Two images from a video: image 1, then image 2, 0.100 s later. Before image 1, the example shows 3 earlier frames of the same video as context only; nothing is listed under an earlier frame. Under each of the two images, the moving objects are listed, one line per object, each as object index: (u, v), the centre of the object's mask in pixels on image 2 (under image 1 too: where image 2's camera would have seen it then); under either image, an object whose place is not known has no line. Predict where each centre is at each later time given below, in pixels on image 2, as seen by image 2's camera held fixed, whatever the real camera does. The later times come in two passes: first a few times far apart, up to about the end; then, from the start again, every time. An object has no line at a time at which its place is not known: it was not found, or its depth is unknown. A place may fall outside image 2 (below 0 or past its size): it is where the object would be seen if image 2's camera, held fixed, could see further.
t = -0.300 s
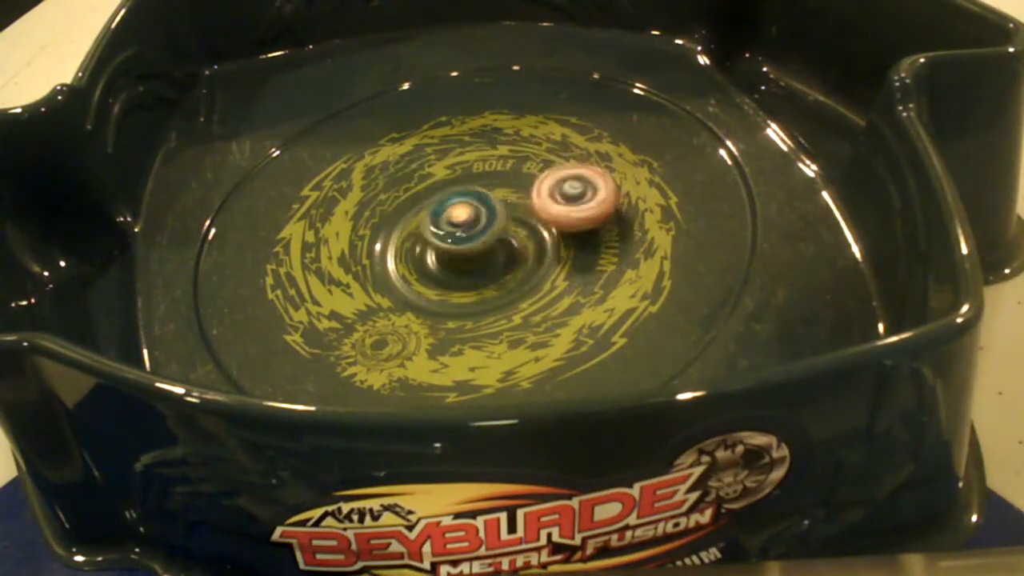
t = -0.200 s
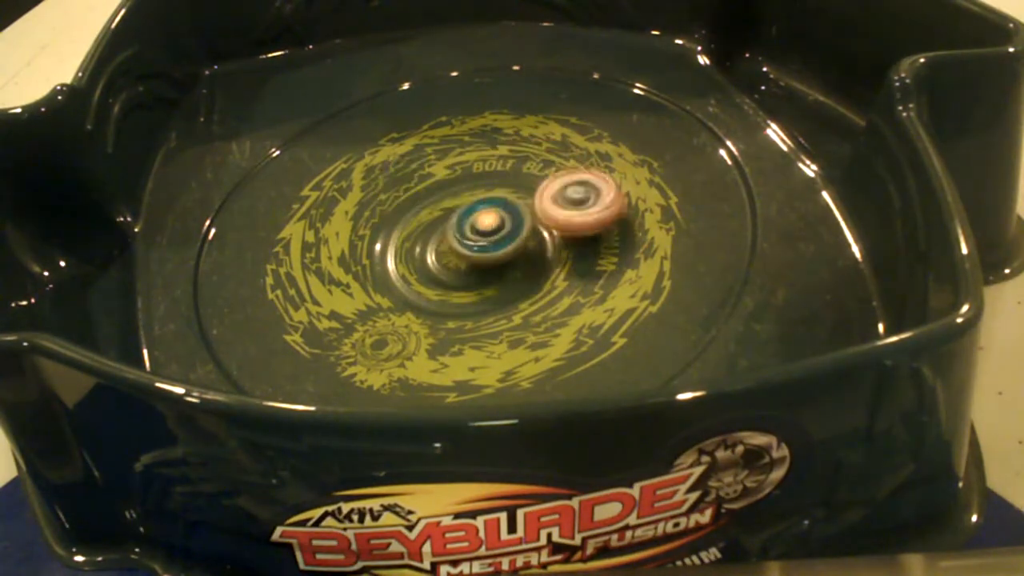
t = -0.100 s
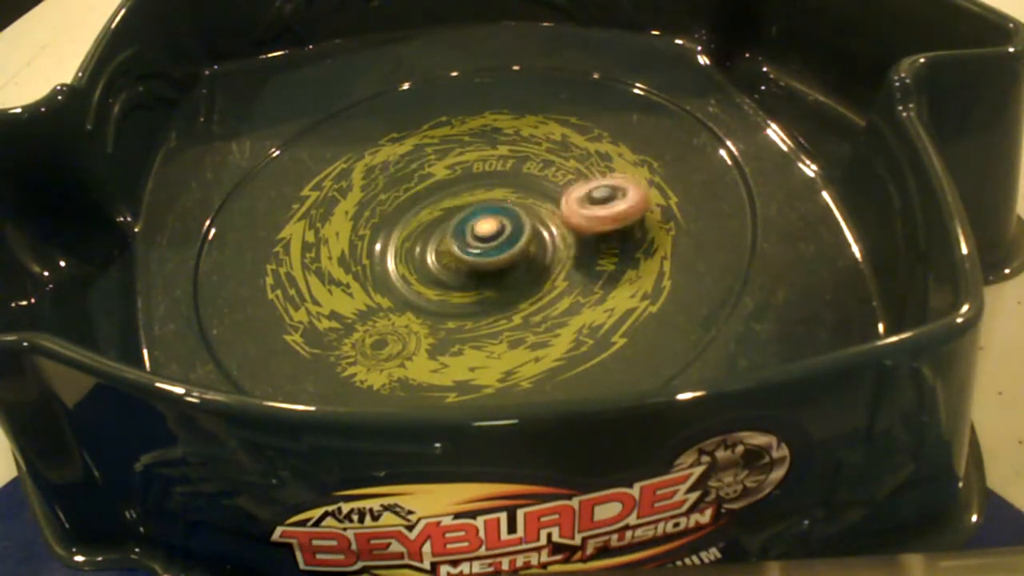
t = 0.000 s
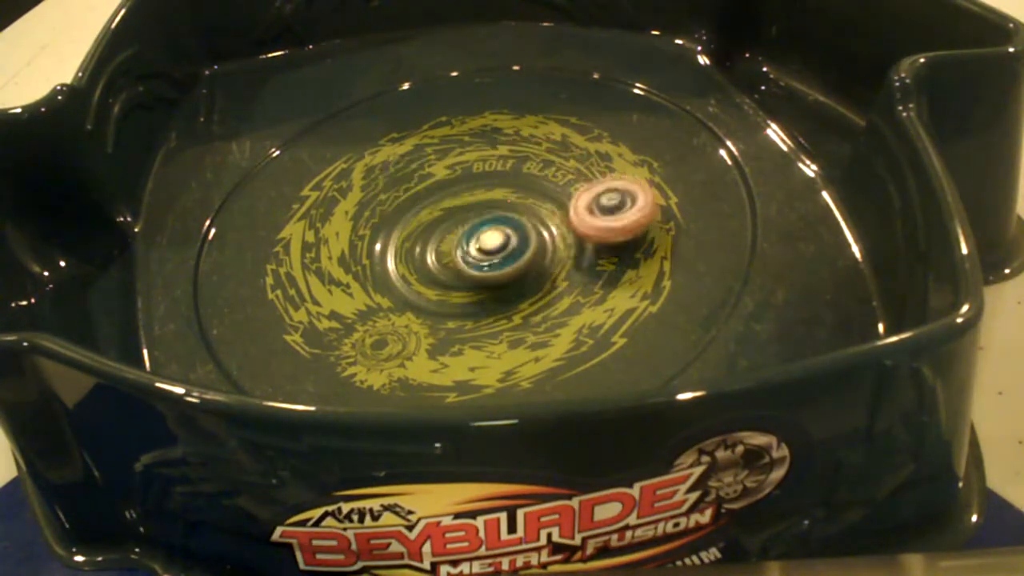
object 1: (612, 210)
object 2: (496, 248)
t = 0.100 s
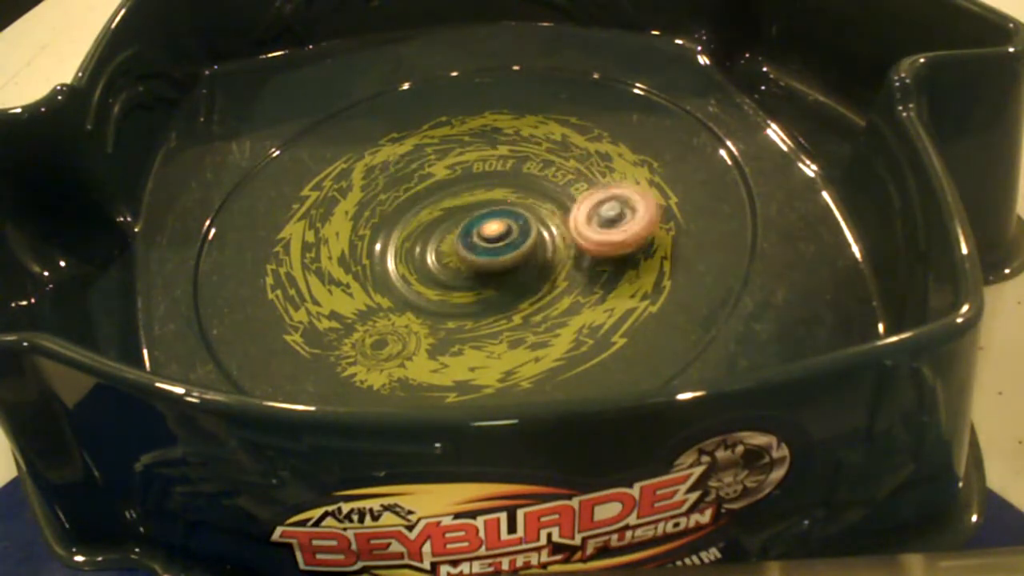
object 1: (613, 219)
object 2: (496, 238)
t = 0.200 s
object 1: (589, 231)
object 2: (497, 241)
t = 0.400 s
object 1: (543, 248)
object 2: (459, 230)
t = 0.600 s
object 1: (496, 253)
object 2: (420, 215)
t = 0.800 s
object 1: (481, 257)
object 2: (403, 194)
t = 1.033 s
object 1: (486, 226)
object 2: (427, 176)
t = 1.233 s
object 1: (521, 208)
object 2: (458, 164)
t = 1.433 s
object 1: (535, 208)
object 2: (466, 176)
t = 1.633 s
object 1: (542, 227)
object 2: (446, 198)
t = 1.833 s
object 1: (540, 225)
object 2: (430, 225)
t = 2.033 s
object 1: (536, 217)
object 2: (423, 241)
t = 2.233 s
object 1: (530, 204)
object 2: (423, 244)
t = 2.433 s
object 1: (518, 198)
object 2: (418, 241)
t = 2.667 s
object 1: (500, 190)
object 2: (433, 251)
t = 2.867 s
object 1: (479, 192)
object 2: (445, 257)
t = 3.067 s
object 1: (473, 192)
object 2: (451, 263)
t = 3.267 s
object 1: (478, 193)
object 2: (466, 265)
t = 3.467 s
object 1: (476, 192)
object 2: (470, 261)
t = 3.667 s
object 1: (484, 186)
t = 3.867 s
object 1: (487, 179)
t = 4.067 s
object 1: (469, 193)
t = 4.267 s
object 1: (475, 192)
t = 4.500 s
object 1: (476, 192)
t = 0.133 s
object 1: (609, 222)
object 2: (497, 240)
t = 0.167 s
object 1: (599, 227)
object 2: (498, 242)
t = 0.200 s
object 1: (589, 231)
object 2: (497, 241)
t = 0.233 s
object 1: (584, 235)
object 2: (492, 238)
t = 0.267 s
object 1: (576, 242)
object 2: (485, 237)
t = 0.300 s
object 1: (567, 244)
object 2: (480, 236)
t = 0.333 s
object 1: (557, 245)
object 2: (473, 234)
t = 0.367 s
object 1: (551, 247)
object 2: (466, 231)
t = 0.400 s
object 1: (543, 248)
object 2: (459, 230)
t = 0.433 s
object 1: (531, 250)
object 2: (451, 227)
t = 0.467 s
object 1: (521, 251)
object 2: (444, 226)
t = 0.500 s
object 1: (513, 251)
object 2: (437, 224)
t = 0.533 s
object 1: (505, 250)
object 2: (431, 222)
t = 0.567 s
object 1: (500, 252)
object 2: (423, 219)
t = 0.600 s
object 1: (496, 253)
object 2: (420, 215)
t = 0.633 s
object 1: (489, 254)
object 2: (420, 215)
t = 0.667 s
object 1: (481, 254)
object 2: (418, 215)
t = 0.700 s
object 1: (480, 257)
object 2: (412, 211)
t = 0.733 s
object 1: (480, 259)
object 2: (404, 204)
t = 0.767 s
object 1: (481, 259)
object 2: (403, 199)
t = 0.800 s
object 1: (481, 257)
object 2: (403, 194)
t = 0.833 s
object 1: (479, 254)
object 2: (404, 188)
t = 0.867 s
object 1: (475, 250)
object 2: (407, 189)
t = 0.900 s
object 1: (475, 247)
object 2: (410, 191)
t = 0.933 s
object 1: (478, 244)
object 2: (412, 189)
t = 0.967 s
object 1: (481, 239)
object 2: (416, 185)
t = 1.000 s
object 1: (483, 233)
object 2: (420, 180)
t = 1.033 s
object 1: (486, 226)
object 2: (427, 176)
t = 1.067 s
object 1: (489, 220)
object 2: (435, 173)
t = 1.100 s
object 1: (494, 215)
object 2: (442, 169)
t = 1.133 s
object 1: (500, 211)
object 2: (448, 166)
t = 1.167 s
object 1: (506, 207)
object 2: (456, 163)
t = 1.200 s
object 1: (514, 207)
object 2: (460, 160)
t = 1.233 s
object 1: (521, 208)
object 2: (458, 164)
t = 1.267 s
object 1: (526, 208)
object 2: (456, 167)
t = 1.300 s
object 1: (530, 208)
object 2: (456, 167)
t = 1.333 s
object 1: (532, 207)
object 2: (460, 166)
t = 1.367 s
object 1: (535, 205)
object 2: (465, 169)
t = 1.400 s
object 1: (535, 203)
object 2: (466, 174)
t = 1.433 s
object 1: (535, 208)
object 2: (466, 176)
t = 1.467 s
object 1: (536, 215)
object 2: (463, 179)
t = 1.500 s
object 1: (538, 220)
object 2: (459, 183)
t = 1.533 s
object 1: (541, 222)
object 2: (454, 189)
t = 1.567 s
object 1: (540, 226)
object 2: (448, 195)
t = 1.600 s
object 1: (540, 227)
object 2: (446, 197)
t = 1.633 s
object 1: (542, 227)
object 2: (446, 198)
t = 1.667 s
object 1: (542, 226)
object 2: (446, 202)
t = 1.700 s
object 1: (541, 227)
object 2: (443, 208)
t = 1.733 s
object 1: (543, 227)
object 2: (438, 212)
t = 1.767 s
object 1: (541, 227)
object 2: (436, 215)
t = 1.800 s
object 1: (539, 227)
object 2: (434, 220)
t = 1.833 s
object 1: (540, 225)
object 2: (430, 225)
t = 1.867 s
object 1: (542, 221)
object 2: (425, 229)
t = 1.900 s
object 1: (540, 220)
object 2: (420, 232)
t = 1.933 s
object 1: (540, 219)
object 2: (413, 234)
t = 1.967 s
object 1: (541, 217)
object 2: (414, 235)
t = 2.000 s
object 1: (540, 215)
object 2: (420, 238)
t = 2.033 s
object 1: (536, 217)
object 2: (423, 241)
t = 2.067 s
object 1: (535, 216)
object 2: (426, 243)
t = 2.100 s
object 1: (535, 214)
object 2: (423, 243)
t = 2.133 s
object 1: (535, 210)
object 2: (422, 243)
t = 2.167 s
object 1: (535, 206)
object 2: (427, 244)
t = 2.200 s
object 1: (534, 203)
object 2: (428, 245)
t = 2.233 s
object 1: (530, 204)
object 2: (423, 244)
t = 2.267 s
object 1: (528, 205)
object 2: (420, 242)
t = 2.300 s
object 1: (528, 204)
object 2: (422, 242)
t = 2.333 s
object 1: (528, 199)
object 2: (426, 242)
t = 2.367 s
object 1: (526, 197)
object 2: (423, 243)
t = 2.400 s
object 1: (521, 198)
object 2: (418, 241)
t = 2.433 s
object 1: (518, 198)
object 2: (418, 241)
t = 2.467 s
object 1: (517, 195)
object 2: (424, 244)
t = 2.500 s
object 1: (515, 192)
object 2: (426, 244)
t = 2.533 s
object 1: (512, 190)
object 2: (423, 245)
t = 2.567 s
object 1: (508, 192)
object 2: (420, 246)
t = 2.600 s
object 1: (506, 193)
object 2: (423, 246)
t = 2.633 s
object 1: (504, 192)
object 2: (430, 249)
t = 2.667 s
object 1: (500, 190)
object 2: (433, 251)
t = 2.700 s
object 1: (495, 189)
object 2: (433, 253)
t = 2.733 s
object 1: (489, 188)
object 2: (430, 254)
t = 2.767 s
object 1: (484, 186)
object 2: (432, 254)
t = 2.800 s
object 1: (479, 186)
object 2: (440, 254)
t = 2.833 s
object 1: (478, 189)
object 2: (444, 254)
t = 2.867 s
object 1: (479, 192)
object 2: (445, 257)
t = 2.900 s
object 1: (478, 193)
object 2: (442, 259)
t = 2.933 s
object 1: (477, 192)
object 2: (442, 259)
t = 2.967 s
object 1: (475, 191)
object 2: (444, 257)
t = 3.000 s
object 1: (471, 193)
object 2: (448, 256)
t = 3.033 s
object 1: (471, 195)
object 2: (450, 258)
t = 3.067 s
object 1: (473, 192)
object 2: (451, 263)
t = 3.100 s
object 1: (476, 189)
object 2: (449, 264)
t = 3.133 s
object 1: (475, 187)
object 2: (448, 261)
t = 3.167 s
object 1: (474, 185)
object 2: (454, 260)
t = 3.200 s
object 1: (475, 188)
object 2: (457, 263)
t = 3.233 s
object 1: (476, 191)
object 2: (460, 264)
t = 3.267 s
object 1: (478, 193)
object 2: (466, 265)
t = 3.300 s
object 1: (479, 192)
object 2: (466, 266)
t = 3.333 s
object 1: (479, 191)
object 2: (466, 267)
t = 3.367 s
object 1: (478, 188)
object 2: (466, 267)
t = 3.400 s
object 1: (475, 188)
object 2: (466, 267)
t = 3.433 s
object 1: (474, 191)
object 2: (467, 264)
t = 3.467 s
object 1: (476, 192)
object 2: (470, 261)
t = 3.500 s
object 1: (479, 191)
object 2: (475, 257)
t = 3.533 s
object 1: (481, 190)
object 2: (479, 256)
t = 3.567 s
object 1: (482, 189)
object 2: (487, 254)
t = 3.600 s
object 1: (483, 187)
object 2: (494, 257)
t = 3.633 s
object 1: (483, 186)
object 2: (495, 258)
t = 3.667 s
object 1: (484, 186)
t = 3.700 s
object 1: (487, 187)
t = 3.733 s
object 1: (489, 188)
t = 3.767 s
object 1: (491, 188)
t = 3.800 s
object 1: (492, 186)
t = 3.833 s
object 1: (491, 183)
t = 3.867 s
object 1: (487, 179)
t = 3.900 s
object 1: (482, 181)
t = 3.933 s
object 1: (478, 184)
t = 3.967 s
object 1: (474, 186)
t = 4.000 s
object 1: (472, 187)
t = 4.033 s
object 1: (471, 188)
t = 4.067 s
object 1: (469, 193)
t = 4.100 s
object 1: (470, 192)
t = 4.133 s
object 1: (471, 195)
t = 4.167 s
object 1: (472, 195)
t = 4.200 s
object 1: (474, 195)
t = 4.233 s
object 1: (475, 193)
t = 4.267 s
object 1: (475, 192)
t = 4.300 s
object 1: (475, 191)
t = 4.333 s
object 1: (475, 191)
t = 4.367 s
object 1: (475, 191)
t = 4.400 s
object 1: (475, 192)
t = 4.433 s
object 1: (476, 193)
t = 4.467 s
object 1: (475, 193)
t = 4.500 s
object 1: (476, 192)
